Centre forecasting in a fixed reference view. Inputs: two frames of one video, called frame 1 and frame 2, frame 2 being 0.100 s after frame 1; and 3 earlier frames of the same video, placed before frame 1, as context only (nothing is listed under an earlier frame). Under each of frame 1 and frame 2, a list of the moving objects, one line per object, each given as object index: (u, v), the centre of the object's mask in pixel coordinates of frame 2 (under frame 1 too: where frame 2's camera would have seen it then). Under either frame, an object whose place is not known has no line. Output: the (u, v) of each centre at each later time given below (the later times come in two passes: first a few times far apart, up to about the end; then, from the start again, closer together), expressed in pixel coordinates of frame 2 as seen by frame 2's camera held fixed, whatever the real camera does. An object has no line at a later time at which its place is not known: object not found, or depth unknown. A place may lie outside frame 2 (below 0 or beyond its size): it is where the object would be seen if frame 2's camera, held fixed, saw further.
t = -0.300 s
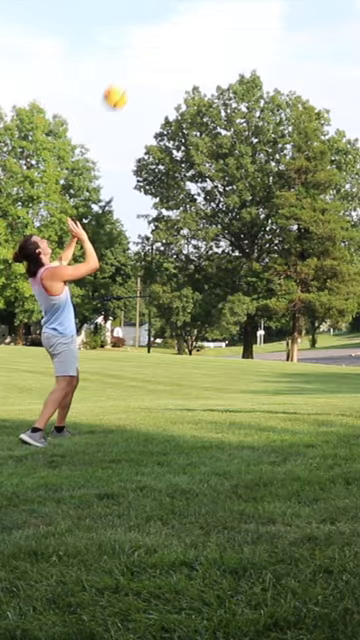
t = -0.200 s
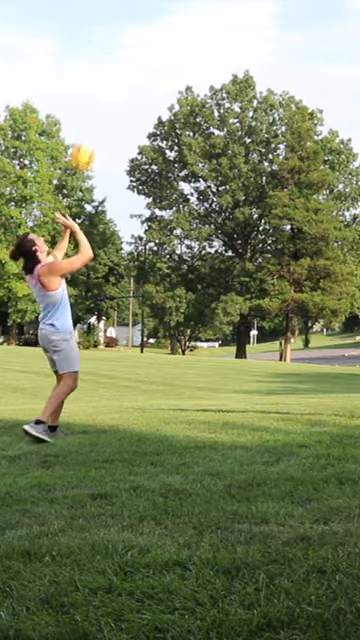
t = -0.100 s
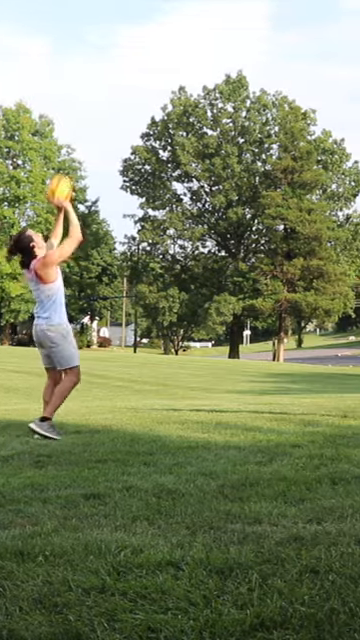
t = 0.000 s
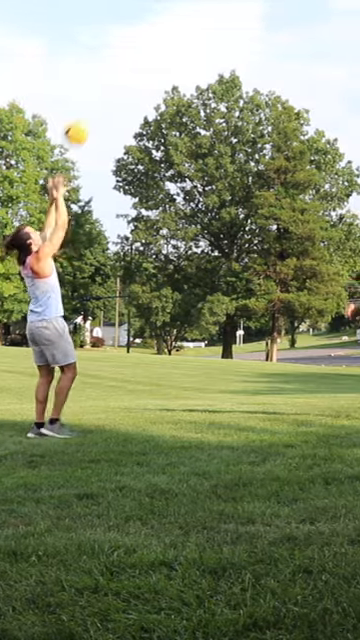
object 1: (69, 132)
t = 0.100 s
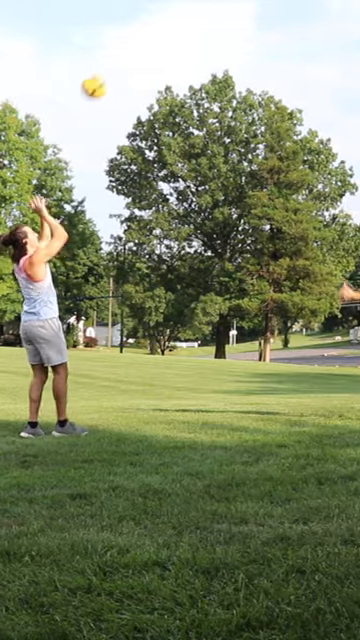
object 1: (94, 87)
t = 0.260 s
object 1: (131, 39)
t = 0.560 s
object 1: (195, 28)
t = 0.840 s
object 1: (251, 100)
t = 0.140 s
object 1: (103, 72)
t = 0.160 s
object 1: (108, 65)
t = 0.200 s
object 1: (118, 53)
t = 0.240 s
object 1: (126, 43)
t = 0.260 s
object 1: (131, 39)
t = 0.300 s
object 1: (140, 32)
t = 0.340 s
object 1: (149, 27)
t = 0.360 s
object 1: (153, 24)
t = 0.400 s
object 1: (162, 22)
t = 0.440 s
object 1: (170, 20)
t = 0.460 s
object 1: (175, 21)
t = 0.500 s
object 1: (183, 22)
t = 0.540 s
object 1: (191, 25)
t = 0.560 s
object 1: (195, 28)
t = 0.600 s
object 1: (203, 33)
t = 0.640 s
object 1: (212, 41)
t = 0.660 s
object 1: (216, 45)
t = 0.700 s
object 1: (223, 55)
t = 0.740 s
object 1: (232, 66)
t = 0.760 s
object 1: (235, 72)
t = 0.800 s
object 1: (244, 86)
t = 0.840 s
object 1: (251, 100)
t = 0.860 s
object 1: (254, 107)
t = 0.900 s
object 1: (262, 126)
